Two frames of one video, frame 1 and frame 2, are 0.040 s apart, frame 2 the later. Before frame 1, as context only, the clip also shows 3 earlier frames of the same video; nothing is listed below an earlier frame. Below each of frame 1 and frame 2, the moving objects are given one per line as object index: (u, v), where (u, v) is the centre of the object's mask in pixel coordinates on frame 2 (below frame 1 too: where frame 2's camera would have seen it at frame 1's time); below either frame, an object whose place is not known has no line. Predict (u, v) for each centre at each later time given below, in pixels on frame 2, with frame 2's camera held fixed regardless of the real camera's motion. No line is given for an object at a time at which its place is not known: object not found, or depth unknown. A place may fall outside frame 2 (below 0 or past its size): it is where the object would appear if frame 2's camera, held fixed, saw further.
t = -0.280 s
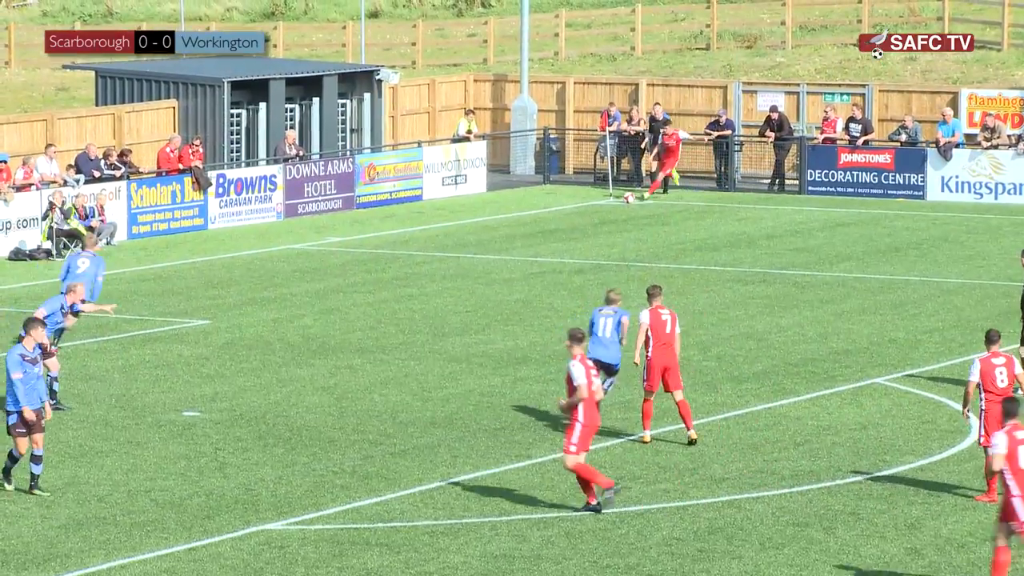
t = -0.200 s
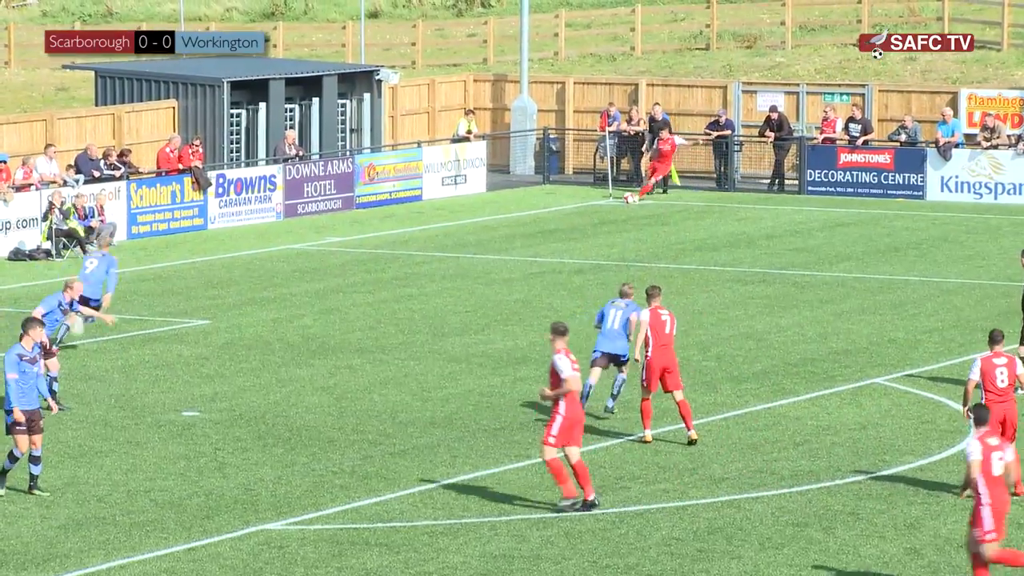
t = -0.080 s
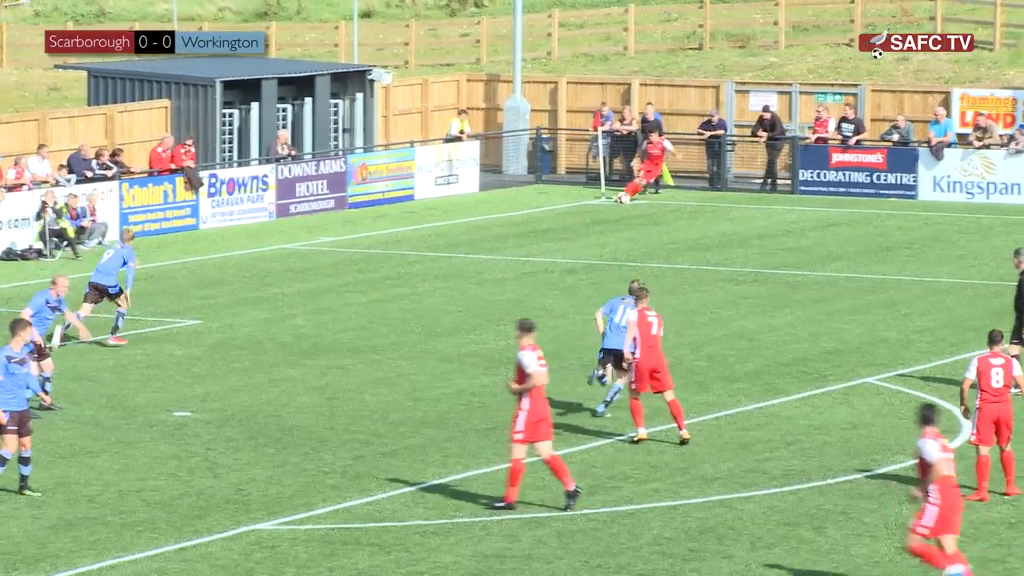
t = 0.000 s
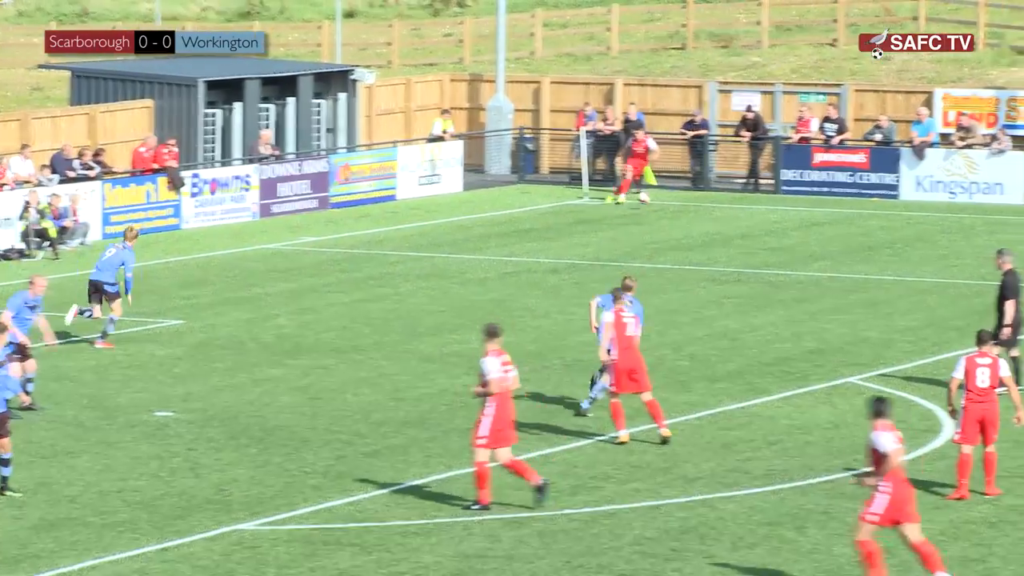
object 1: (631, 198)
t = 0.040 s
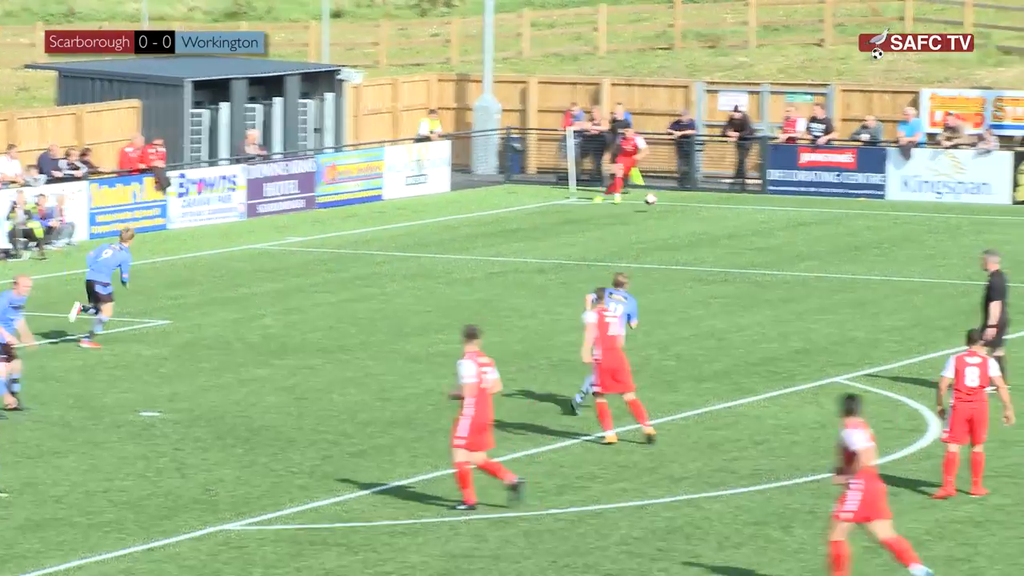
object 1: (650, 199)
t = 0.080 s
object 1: (669, 201)
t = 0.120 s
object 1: (688, 203)
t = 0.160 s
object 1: (708, 207)
